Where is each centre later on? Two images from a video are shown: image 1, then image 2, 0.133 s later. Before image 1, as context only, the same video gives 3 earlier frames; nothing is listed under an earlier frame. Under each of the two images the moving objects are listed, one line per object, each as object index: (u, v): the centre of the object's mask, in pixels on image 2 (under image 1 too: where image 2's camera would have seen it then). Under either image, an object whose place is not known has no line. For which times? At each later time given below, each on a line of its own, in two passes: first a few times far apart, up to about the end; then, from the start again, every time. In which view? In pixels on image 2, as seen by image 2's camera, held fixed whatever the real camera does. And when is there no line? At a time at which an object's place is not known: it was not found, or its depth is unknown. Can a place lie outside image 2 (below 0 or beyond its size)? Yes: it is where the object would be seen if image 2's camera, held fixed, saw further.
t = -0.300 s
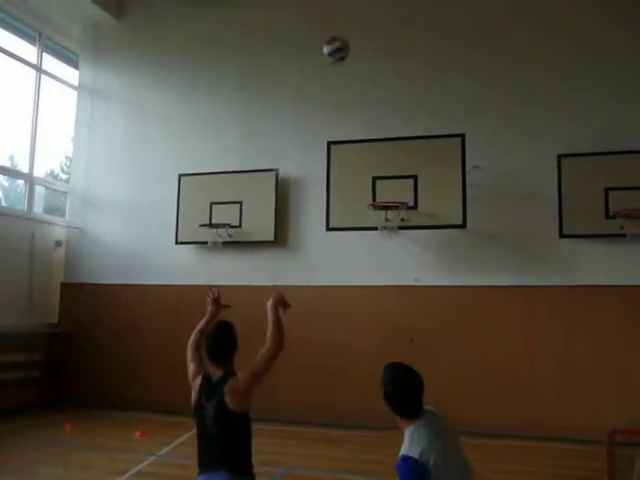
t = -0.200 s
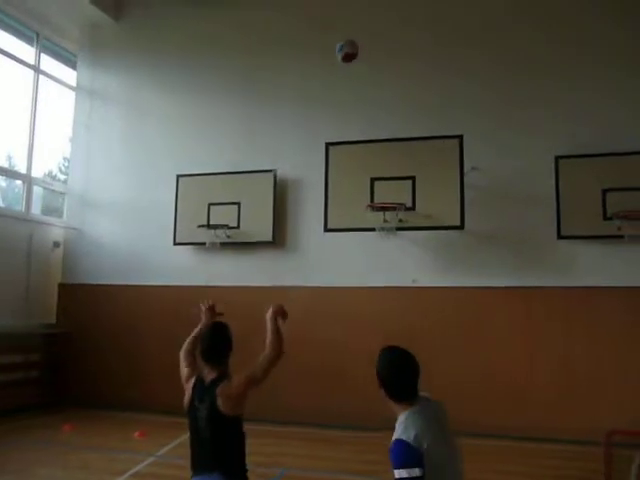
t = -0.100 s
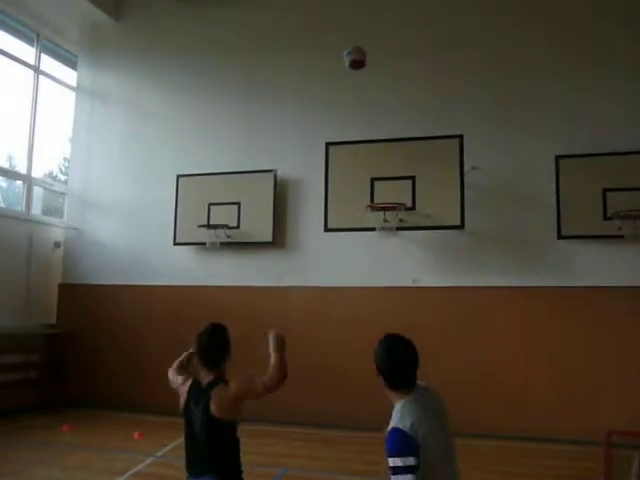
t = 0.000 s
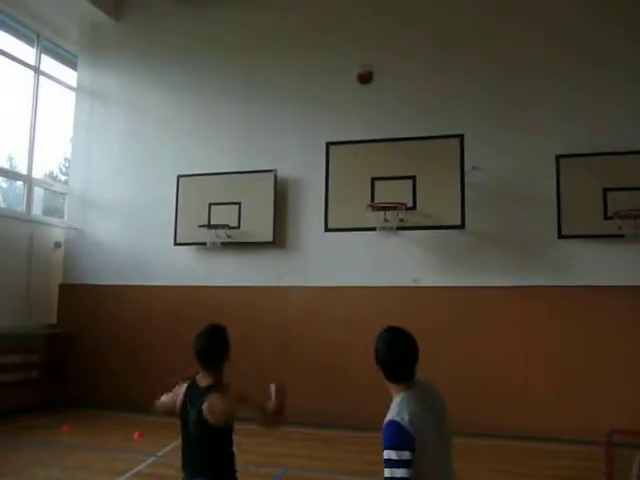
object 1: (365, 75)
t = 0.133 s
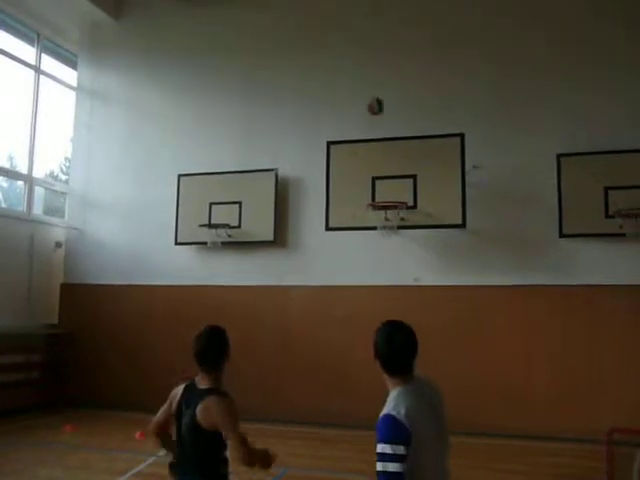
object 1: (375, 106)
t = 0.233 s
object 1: (381, 136)
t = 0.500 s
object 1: (384, 174)
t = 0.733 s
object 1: (367, 142)
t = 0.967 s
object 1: (351, 153)
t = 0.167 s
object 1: (376, 117)
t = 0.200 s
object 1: (379, 126)
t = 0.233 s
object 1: (381, 136)
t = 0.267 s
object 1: (382, 149)
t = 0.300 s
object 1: (385, 160)
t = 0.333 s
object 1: (385, 171)
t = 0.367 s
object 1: (388, 185)
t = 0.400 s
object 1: (391, 196)
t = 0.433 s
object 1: (396, 192)
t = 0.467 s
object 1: (384, 181)
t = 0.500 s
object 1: (384, 174)
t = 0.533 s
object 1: (384, 168)
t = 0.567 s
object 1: (379, 161)
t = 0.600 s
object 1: (376, 157)
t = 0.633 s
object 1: (374, 152)
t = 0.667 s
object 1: (371, 148)
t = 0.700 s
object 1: (369, 144)
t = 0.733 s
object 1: (367, 142)
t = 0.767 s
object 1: (364, 142)
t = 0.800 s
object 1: (361, 142)
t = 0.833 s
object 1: (359, 143)
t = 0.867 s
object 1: (357, 143)
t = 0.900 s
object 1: (354, 145)
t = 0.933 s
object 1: (353, 148)
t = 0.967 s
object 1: (351, 153)
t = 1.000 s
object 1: (347, 157)
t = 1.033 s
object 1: (344, 164)
